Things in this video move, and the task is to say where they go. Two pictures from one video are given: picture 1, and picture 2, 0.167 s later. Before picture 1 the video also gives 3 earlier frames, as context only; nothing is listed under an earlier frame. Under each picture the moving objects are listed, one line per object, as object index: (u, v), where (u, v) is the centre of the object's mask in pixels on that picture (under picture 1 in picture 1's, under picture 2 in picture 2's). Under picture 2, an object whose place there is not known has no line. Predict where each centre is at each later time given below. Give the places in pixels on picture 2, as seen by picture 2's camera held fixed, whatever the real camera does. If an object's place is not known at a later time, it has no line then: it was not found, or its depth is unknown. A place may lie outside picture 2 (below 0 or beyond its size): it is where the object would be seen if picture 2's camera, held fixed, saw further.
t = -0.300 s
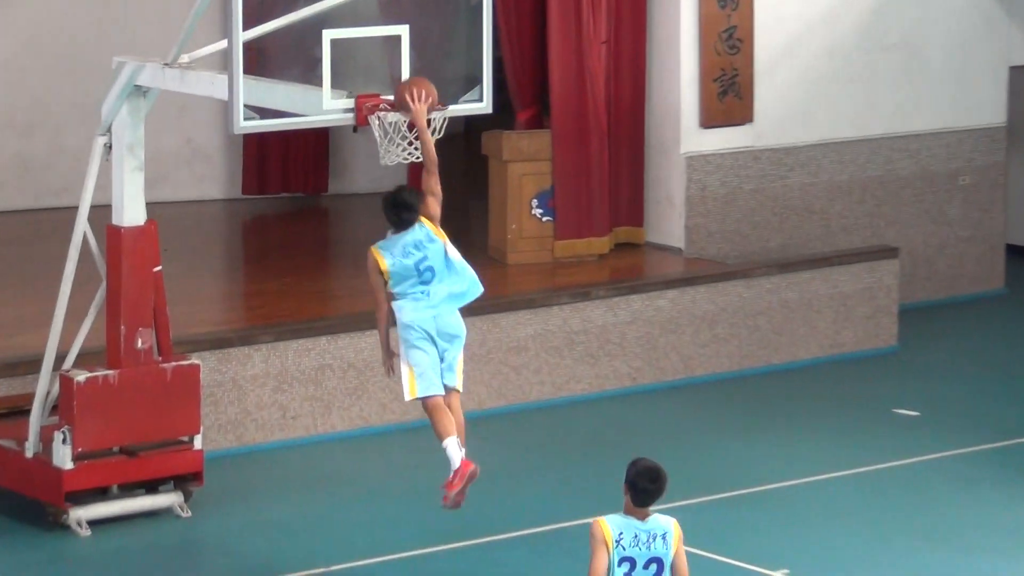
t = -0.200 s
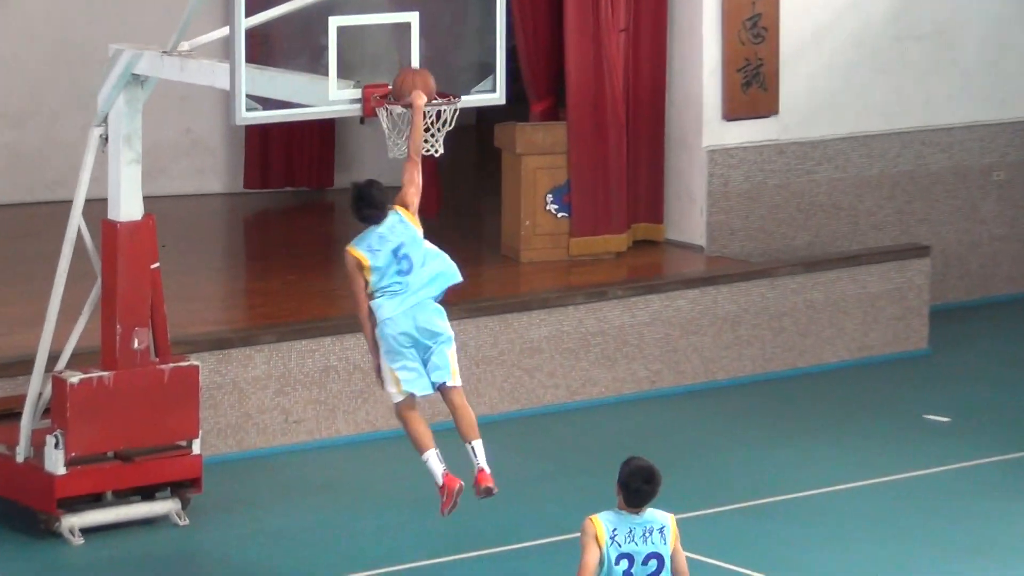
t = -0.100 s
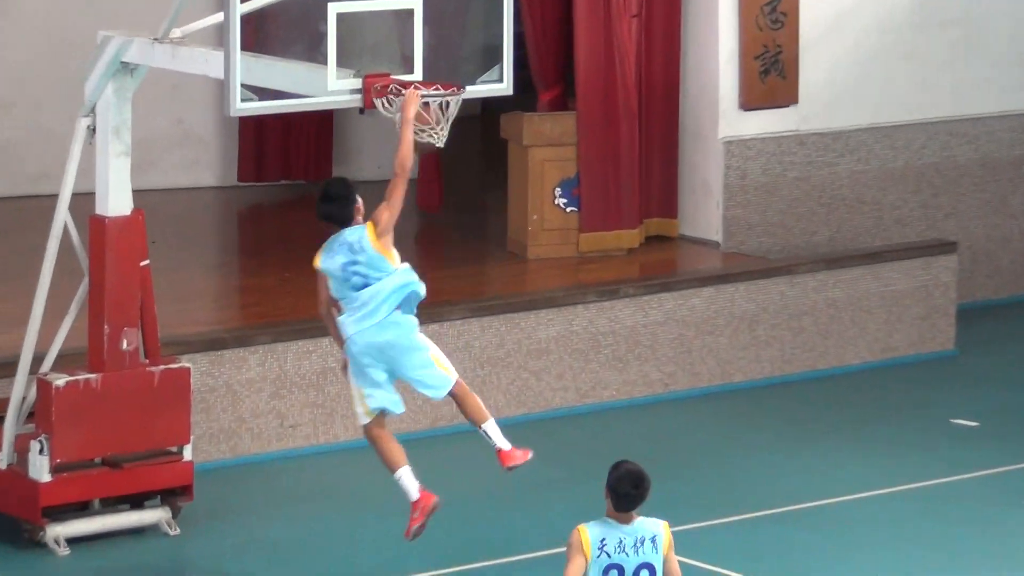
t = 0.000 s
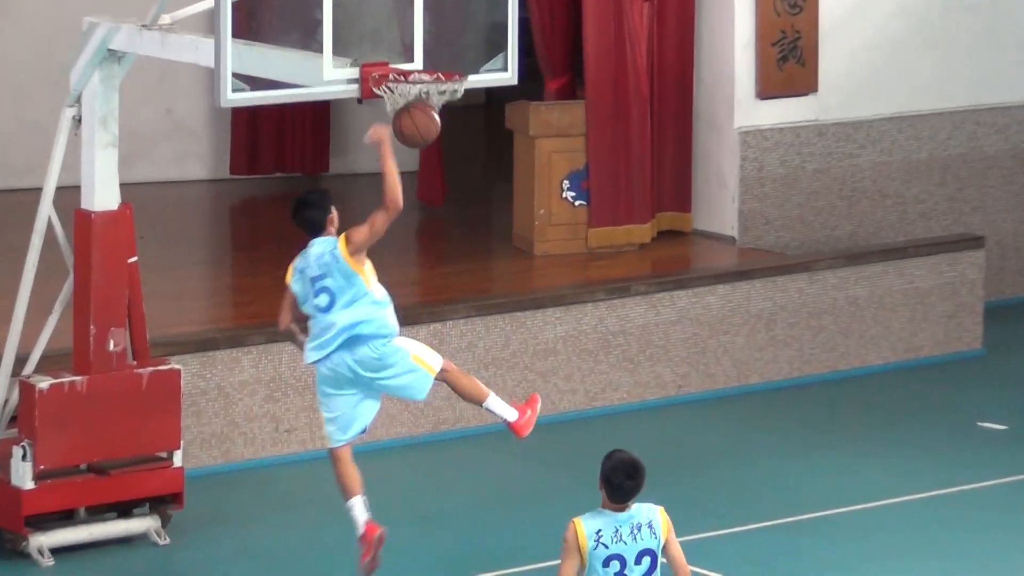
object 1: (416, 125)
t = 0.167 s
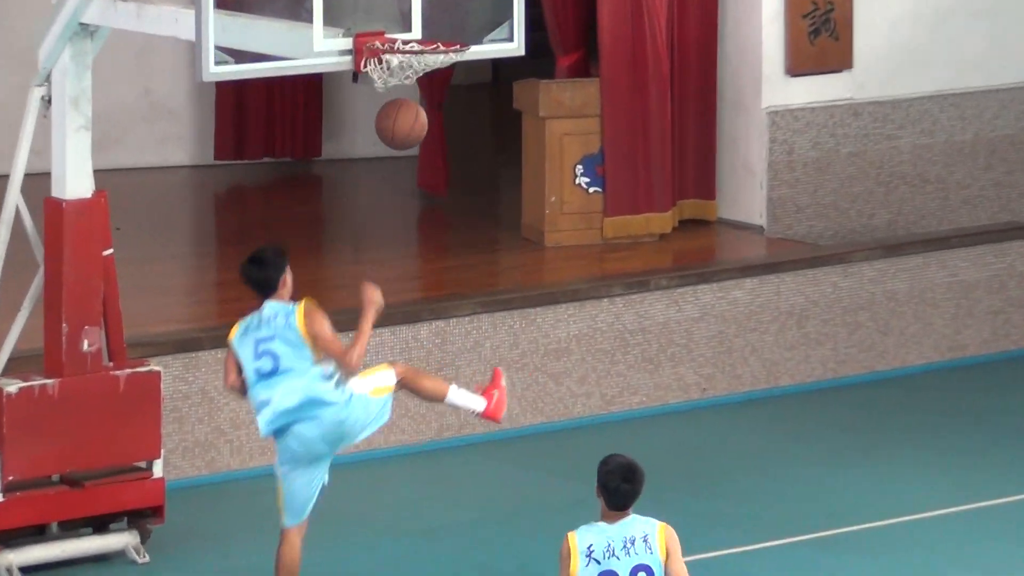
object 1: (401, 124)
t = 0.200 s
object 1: (399, 135)
